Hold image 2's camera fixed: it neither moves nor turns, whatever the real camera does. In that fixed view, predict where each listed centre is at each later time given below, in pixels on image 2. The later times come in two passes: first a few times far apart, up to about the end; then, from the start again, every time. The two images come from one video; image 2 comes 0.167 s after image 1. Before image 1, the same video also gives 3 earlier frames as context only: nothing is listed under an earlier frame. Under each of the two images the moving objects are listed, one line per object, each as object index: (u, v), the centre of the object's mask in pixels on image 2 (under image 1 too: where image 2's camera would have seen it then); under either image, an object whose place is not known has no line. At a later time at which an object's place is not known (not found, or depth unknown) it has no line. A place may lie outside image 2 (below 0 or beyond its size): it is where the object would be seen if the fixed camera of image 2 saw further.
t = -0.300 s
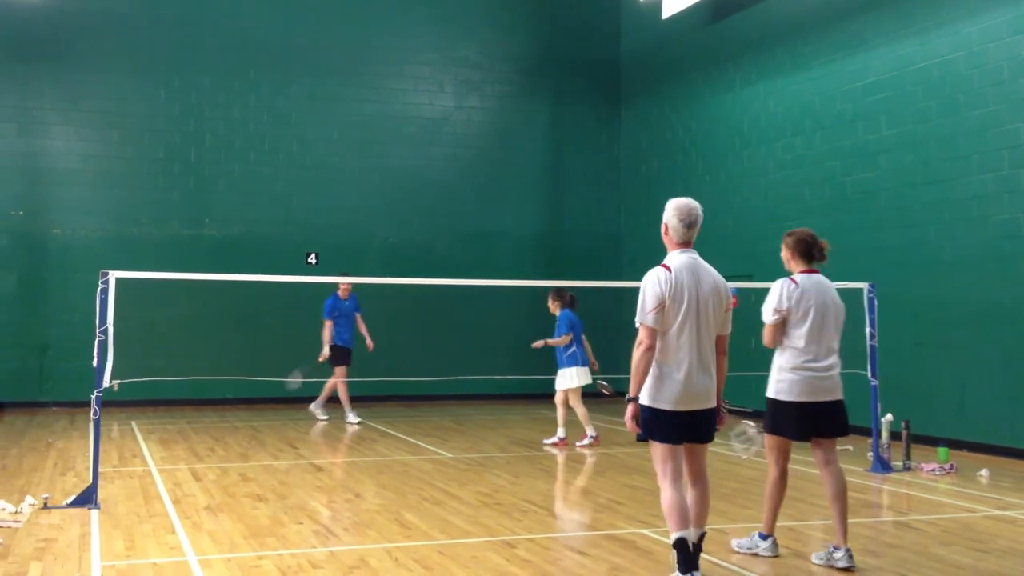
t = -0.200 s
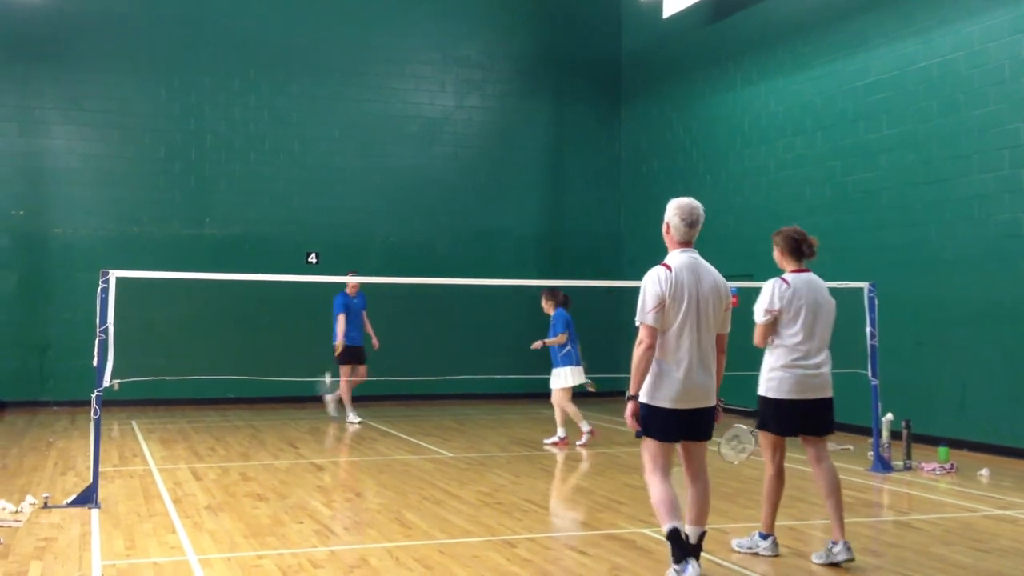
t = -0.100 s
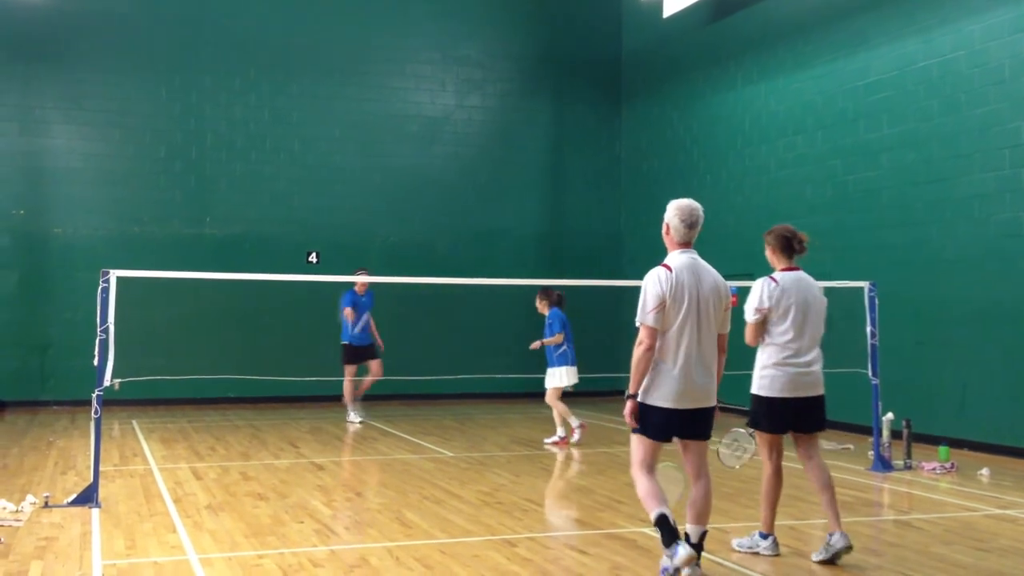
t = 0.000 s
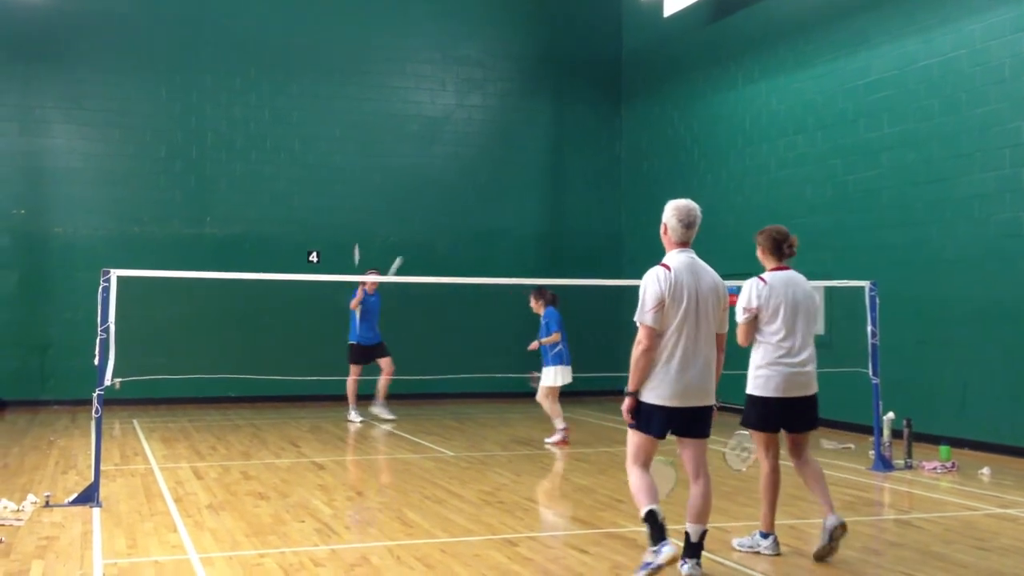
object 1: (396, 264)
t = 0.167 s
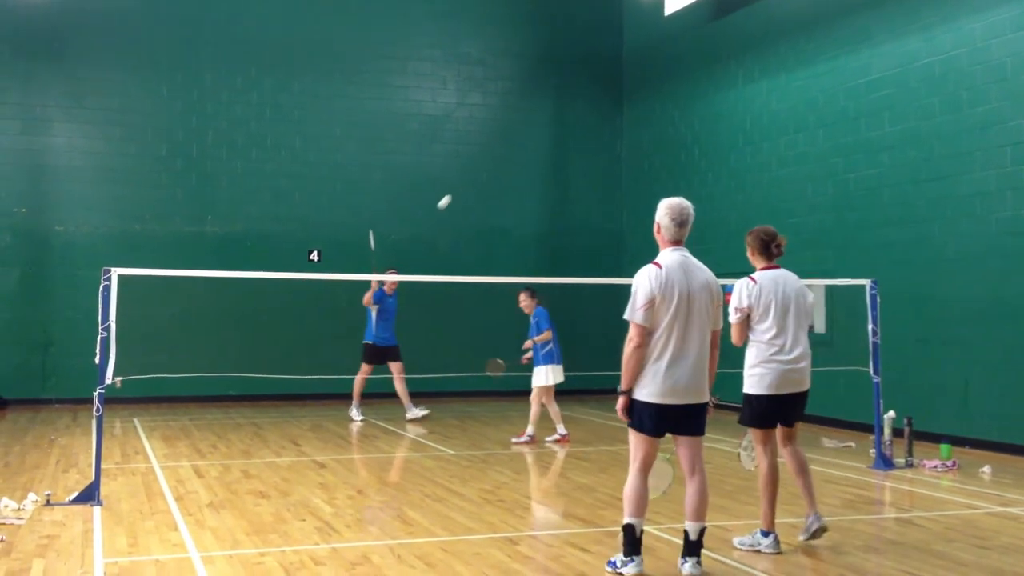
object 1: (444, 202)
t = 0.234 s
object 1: (461, 185)
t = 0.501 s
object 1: (527, 180)
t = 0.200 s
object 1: (452, 193)
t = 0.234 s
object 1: (461, 185)
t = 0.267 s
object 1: (471, 180)
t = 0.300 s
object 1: (479, 175)
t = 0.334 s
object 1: (487, 172)
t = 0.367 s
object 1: (495, 171)
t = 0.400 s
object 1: (504, 171)
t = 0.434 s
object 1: (512, 173)
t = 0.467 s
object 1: (519, 176)
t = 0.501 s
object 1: (527, 180)
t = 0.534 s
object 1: (535, 187)
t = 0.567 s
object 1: (542, 195)
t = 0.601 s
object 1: (549, 205)
